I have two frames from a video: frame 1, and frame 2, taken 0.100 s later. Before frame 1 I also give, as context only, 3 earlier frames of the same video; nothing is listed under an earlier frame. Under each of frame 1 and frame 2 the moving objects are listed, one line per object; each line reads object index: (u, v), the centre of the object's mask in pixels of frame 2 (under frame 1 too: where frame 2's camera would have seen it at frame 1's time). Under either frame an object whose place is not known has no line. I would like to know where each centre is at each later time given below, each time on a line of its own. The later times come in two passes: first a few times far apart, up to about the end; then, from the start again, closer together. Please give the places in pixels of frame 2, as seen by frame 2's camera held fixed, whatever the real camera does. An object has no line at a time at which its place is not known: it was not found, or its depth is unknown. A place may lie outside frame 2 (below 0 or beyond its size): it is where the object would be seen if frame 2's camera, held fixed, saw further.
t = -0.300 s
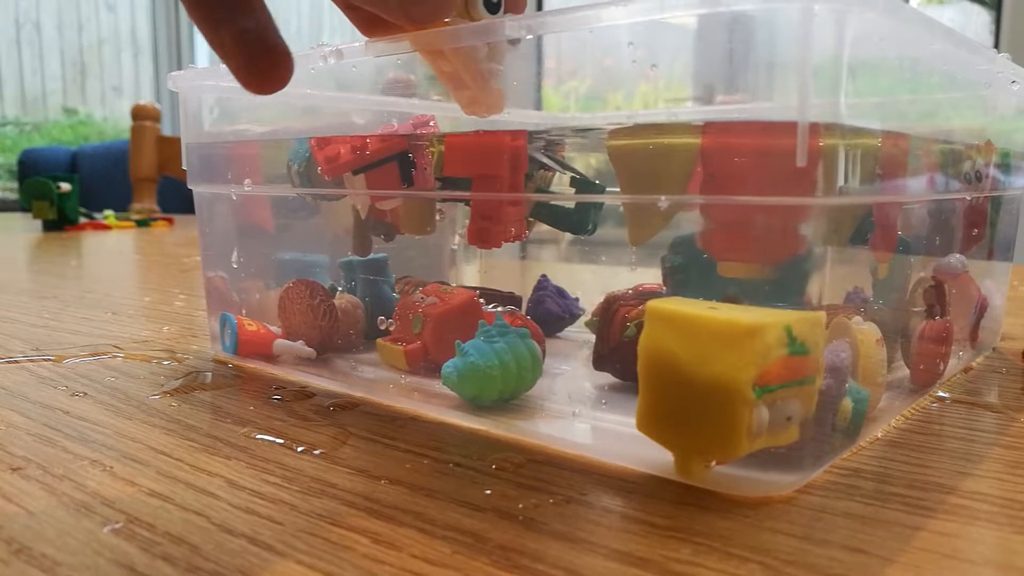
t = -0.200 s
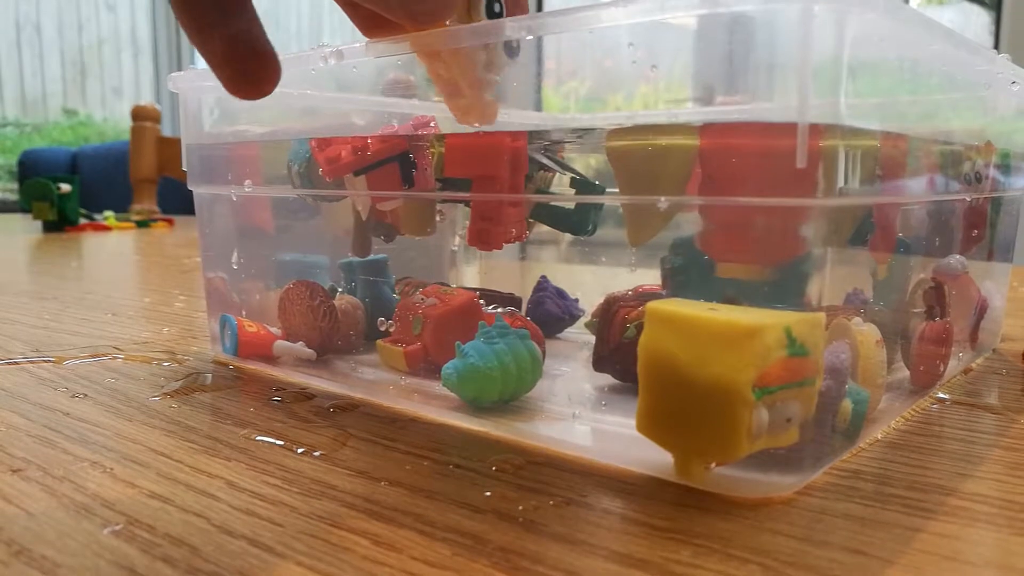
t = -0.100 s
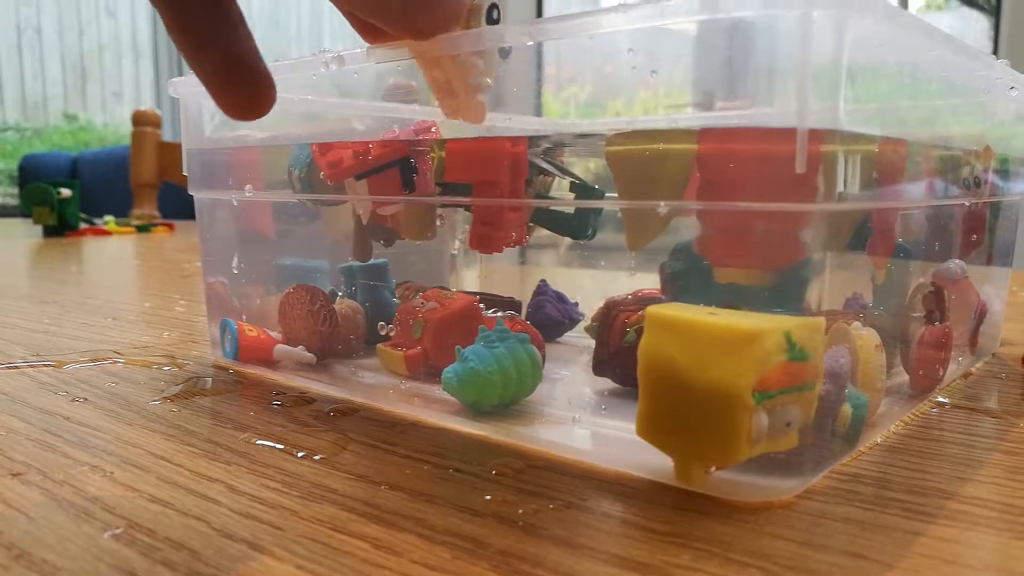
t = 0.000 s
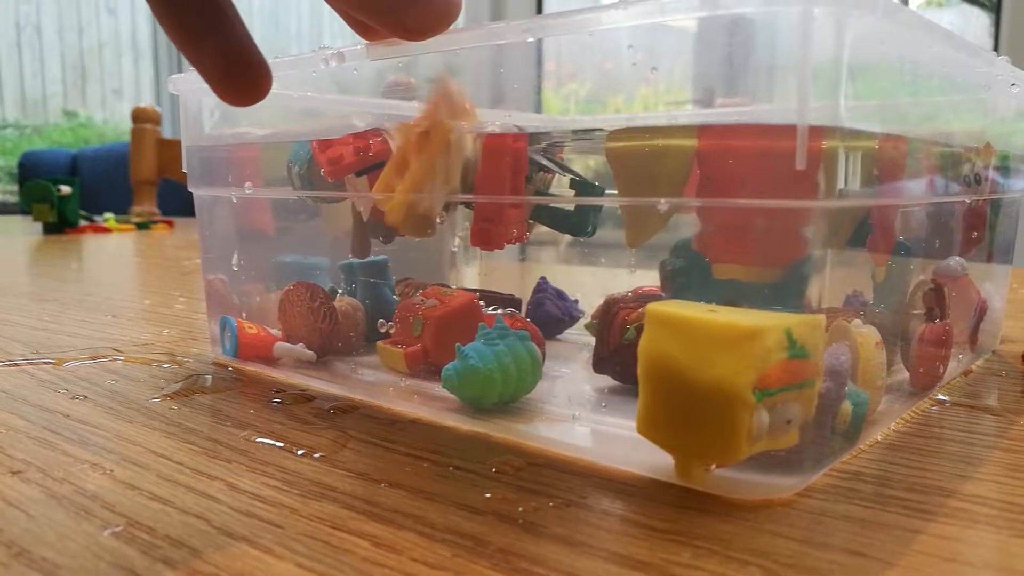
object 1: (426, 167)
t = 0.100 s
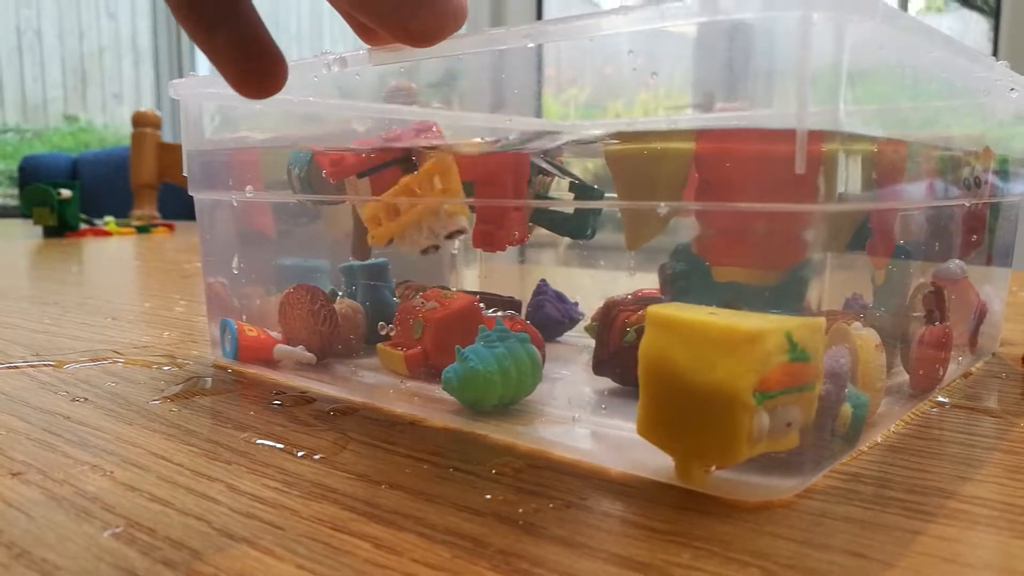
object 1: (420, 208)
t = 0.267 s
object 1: (415, 163)
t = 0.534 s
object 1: (409, 169)
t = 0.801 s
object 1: (406, 174)
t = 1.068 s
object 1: (403, 173)
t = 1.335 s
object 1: (401, 174)
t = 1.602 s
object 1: (400, 170)
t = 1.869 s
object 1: (398, 171)
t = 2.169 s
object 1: (395, 175)
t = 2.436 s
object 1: (392, 173)
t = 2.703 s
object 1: (392, 173)
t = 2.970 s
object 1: (391, 172)
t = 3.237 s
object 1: (391, 172)
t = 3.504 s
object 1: (391, 172)
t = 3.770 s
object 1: (392, 171)
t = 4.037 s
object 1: (391, 172)
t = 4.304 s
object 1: (392, 171)
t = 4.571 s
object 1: (391, 172)
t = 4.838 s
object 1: (391, 171)
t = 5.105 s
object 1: (391, 172)
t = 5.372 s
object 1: (392, 172)
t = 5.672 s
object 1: (391, 174)
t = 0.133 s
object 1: (416, 200)
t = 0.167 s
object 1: (414, 188)
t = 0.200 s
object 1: (409, 187)
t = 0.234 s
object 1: (414, 169)
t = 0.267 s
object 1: (415, 163)
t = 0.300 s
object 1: (415, 164)
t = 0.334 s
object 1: (413, 172)
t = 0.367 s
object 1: (412, 177)
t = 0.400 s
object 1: (411, 180)
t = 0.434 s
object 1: (411, 178)
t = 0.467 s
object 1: (409, 175)
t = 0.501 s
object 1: (409, 170)
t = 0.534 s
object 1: (409, 169)
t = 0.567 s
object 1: (408, 169)
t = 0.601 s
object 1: (408, 171)
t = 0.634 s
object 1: (407, 172)
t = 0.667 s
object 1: (407, 173)
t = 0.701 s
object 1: (403, 186)
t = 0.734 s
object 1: (406, 175)
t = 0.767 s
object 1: (406, 175)
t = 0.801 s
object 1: (406, 174)
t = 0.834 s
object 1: (405, 173)
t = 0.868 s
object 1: (405, 172)
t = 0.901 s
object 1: (405, 172)
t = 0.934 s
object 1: (404, 172)
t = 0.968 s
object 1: (405, 171)
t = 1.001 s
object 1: (404, 171)
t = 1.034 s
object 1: (404, 171)
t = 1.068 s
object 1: (403, 173)
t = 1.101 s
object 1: (402, 174)
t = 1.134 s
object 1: (402, 174)
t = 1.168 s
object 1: (403, 173)
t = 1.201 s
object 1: (403, 171)
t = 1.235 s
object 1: (403, 170)
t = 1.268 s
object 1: (402, 171)
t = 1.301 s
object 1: (401, 173)
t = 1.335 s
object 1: (401, 174)
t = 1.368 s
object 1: (401, 174)
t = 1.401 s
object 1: (400, 173)
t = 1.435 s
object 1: (400, 173)
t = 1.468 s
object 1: (400, 172)
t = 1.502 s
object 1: (400, 172)
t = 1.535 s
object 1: (400, 171)
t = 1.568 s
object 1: (400, 170)
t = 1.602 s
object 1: (400, 170)
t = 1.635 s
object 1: (399, 171)
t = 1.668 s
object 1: (399, 172)
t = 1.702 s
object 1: (399, 174)
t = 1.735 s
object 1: (398, 174)
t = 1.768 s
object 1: (398, 174)
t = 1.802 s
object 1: (398, 174)
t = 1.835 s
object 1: (398, 172)
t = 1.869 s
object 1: (398, 171)
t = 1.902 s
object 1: (397, 174)
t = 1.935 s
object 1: (397, 173)
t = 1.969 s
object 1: (397, 174)
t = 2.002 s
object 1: (396, 173)
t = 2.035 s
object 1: (396, 172)
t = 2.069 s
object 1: (396, 172)
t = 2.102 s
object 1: (396, 174)
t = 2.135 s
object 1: (396, 175)
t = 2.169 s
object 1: (395, 175)
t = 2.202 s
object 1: (395, 174)
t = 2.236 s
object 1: (395, 176)
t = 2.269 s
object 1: (393, 174)
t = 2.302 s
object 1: (393, 173)
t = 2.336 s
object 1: (393, 173)
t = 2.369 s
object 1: (393, 174)
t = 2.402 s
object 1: (392, 174)
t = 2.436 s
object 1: (392, 173)
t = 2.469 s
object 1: (392, 171)
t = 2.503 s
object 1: (391, 173)
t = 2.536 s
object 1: (391, 173)
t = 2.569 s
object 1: (391, 173)
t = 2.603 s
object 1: (392, 172)
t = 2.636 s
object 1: (392, 172)
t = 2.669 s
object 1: (391, 172)
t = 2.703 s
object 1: (392, 173)
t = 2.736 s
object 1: (392, 172)
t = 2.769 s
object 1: (392, 172)
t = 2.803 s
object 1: (392, 172)
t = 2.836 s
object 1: (391, 172)
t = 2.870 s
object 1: (391, 173)
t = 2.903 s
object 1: (391, 173)
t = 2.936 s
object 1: (391, 172)
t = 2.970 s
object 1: (391, 172)
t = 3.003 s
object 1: (391, 172)
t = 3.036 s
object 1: (391, 171)
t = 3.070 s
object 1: (391, 172)
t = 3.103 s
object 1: (391, 172)
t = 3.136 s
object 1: (391, 172)
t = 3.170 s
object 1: (391, 172)
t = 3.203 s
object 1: (391, 172)
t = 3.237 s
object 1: (391, 172)
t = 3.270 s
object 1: (391, 172)
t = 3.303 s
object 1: (391, 172)
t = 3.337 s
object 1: (391, 172)
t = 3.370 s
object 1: (391, 172)
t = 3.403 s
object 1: (391, 172)
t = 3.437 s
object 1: (391, 172)
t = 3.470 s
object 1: (391, 172)
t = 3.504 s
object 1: (391, 172)
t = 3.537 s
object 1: (391, 172)
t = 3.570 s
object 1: (391, 172)
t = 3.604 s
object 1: (391, 172)
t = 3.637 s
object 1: (391, 172)
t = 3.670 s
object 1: (392, 171)
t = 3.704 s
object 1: (392, 171)
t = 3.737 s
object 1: (392, 171)
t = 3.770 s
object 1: (392, 171)
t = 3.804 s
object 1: (392, 172)
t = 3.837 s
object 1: (392, 172)
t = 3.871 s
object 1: (392, 172)
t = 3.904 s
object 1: (392, 172)
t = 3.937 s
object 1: (392, 172)
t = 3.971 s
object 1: (391, 172)
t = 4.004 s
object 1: (392, 172)
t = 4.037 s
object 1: (391, 172)
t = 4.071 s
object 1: (391, 172)
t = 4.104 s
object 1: (391, 172)
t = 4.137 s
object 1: (391, 172)
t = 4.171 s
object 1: (391, 172)
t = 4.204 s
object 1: (391, 172)
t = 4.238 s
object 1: (391, 172)
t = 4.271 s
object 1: (392, 171)
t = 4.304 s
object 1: (392, 171)
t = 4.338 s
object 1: (392, 171)
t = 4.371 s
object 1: (392, 172)
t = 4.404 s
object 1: (392, 174)
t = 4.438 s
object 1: (392, 173)
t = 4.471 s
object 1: (391, 173)
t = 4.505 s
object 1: (391, 173)
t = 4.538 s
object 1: (391, 172)
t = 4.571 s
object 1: (391, 172)
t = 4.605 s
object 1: (391, 172)
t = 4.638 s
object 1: (391, 171)
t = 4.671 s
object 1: (391, 172)
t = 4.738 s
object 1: (391, 171)
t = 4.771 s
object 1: (391, 171)
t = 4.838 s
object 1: (391, 171)
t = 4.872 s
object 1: (391, 171)
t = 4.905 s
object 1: (391, 171)
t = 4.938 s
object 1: (391, 172)
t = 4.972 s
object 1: (391, 172)
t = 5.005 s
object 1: (391, 172)
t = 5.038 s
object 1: (391, 172)
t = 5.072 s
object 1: (391, 172)
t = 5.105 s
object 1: (391, 172)
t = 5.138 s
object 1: (391, 172)
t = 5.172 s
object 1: (391, 172)
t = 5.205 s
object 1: (391, 172)
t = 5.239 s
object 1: (391, 172)
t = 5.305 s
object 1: (392, 171)
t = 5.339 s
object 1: (392, 171)
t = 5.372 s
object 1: (392, 172)
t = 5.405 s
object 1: (392, 172)
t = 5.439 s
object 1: (392, 172)
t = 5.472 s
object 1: (392, 172)
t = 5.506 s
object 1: (392, 174)
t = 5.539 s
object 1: (392, 174)
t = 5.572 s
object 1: (391, 174)
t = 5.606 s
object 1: (391, 174)
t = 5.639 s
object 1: (391, 174)
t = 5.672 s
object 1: (391, 174)
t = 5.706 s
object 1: (391, 174)
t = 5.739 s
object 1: (392, 175)
